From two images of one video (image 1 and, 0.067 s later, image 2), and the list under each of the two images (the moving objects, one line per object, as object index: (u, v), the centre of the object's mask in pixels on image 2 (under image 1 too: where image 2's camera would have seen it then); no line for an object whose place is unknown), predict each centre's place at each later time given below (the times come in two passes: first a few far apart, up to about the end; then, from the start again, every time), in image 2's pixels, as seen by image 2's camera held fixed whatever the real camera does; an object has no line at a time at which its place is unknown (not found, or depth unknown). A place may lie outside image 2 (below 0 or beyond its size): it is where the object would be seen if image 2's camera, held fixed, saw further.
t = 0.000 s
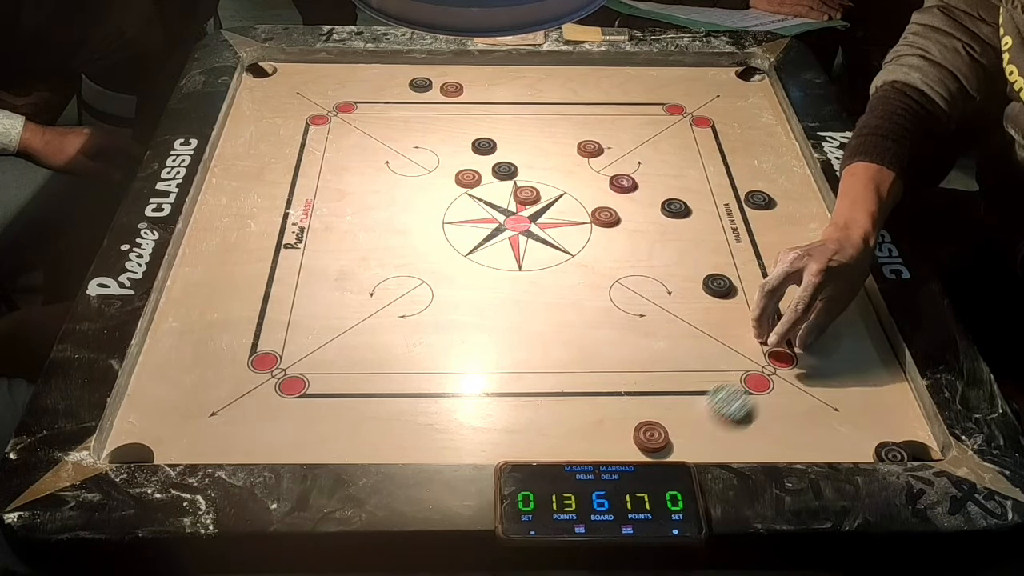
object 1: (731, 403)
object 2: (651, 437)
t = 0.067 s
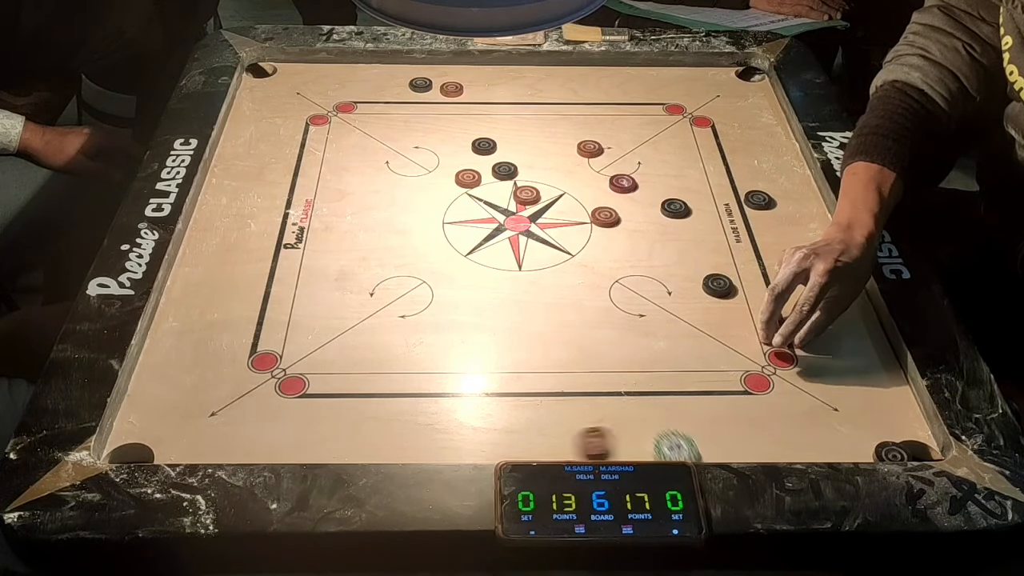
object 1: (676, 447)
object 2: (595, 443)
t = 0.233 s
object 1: (609, 344)
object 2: (346, 453)
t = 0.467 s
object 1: (558, 260)
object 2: (133, 433)
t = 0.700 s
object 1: (539, 224)
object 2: (206, 437)
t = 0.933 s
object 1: (539, 218)
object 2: (208, 437)
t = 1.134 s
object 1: (538, 218)
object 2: (208, 437)
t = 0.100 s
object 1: (660, 426)
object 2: (540, 447)
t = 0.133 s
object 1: (645, 403)
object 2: (487, 451)
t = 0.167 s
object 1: (632, 381)
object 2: (436, 454)
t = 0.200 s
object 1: (620, 362)
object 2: (389, 456)
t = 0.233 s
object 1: (609, 344)
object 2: (346, 453)
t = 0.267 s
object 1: (599, 327)
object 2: (304, 451)
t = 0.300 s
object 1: (590, 313)
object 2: (267, 449)
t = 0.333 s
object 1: (583, 300)
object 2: (231, 447)
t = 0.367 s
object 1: (576, 288)
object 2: (198, 443)
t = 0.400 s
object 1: (569, 277)
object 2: (170, 439)
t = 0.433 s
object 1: (563, 268)
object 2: (144, 435)
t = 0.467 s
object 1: (558, 260)
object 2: (133, 433)
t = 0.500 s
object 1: (554, 252)
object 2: (150, 435)
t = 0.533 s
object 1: (551, 246)
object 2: (164, 436)
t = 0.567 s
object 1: (547, 239)
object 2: (177, 437)
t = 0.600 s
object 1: (545, 234)
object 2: (188, 437)
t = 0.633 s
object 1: (542, 230)
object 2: (196, 437)
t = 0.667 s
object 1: (540, 226)
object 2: (202, 437)
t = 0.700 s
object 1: (539, 224)
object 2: (206, 437)
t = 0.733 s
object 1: (539, 221)
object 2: (207, 437)
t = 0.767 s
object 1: (539, 220)
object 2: (208, 437)
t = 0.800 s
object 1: (538, 219)
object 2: (208, 437)
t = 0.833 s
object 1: (538, 218)
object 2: (208, 437)
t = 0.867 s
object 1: (538, 218)
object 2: (208, 437)
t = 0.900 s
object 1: (538, 218)
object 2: (208, 437)
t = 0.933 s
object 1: (539, 218)
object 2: (208, 437)
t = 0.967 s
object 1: (538, 218)
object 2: (208, 437)
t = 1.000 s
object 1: (539, 218)
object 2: (208, 437)
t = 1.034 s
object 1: (538, 218)
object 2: (208, 437)
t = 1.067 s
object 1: (539, 218)
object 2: (208, 437)
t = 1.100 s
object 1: (539, 218)
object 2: (208, 437)
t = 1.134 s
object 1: (538, 218)
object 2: (208, 437)
